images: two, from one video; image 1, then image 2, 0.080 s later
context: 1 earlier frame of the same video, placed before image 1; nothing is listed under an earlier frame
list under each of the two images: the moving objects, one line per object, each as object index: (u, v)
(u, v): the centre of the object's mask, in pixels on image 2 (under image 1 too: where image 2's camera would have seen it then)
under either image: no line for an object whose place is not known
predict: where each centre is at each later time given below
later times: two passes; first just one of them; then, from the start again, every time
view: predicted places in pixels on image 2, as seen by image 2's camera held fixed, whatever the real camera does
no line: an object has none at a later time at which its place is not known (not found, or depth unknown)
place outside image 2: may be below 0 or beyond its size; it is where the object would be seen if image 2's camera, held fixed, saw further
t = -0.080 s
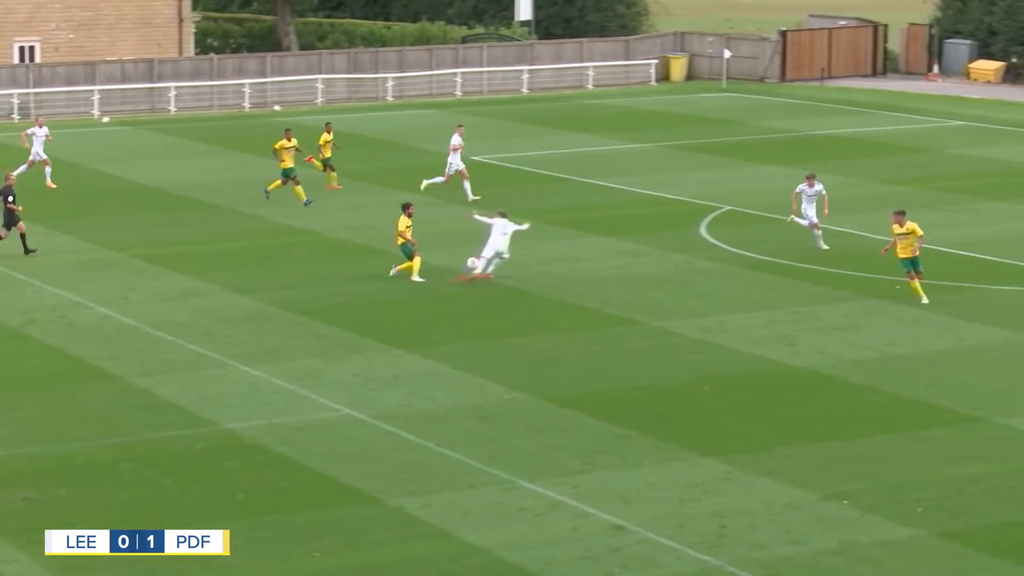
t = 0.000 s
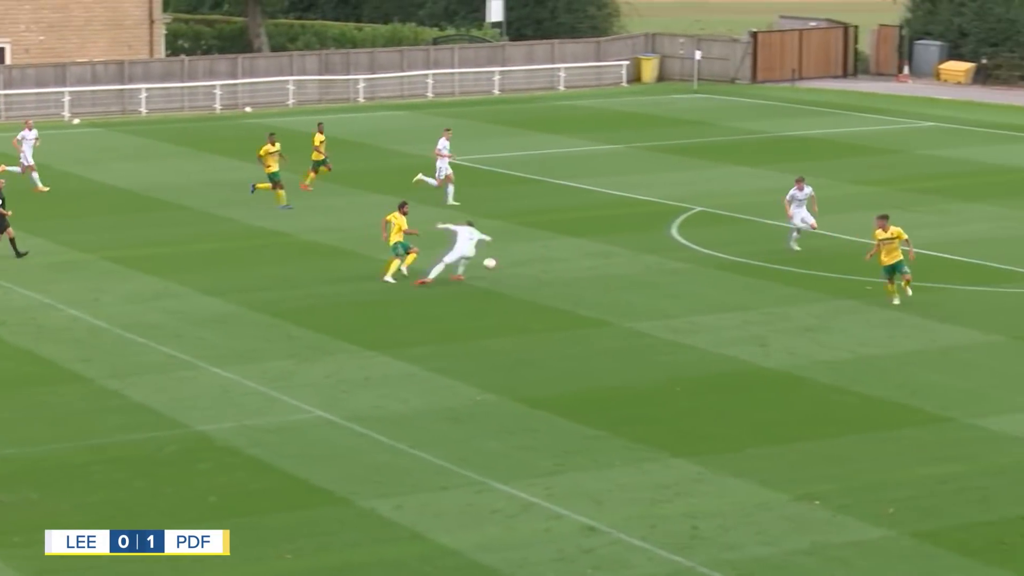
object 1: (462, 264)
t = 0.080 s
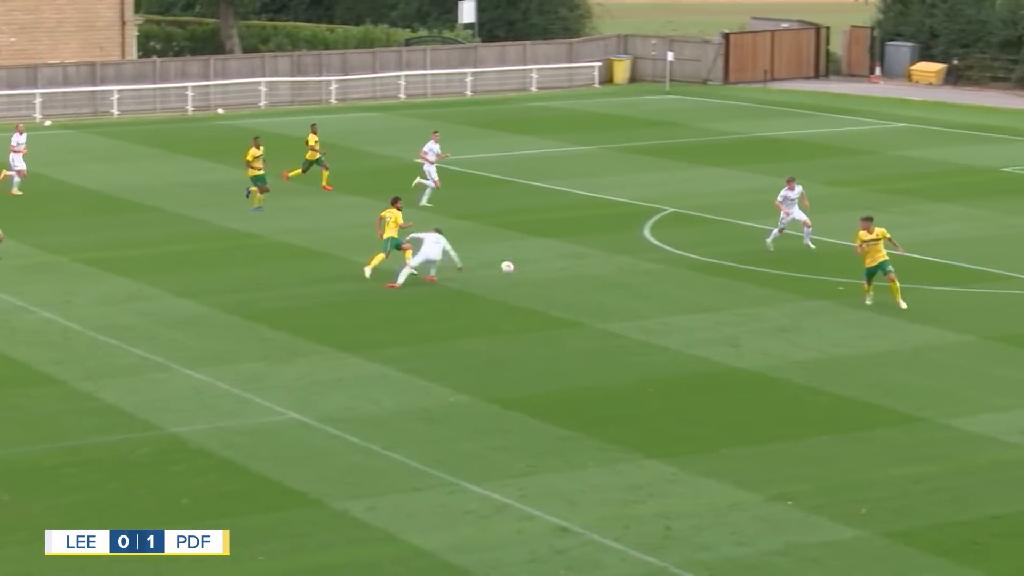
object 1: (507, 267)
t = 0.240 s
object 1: (596, 283)
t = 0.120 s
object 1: (529, 269)
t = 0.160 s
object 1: (551, 273)
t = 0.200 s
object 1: (574, 278)
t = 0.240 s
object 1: (596, 283)
